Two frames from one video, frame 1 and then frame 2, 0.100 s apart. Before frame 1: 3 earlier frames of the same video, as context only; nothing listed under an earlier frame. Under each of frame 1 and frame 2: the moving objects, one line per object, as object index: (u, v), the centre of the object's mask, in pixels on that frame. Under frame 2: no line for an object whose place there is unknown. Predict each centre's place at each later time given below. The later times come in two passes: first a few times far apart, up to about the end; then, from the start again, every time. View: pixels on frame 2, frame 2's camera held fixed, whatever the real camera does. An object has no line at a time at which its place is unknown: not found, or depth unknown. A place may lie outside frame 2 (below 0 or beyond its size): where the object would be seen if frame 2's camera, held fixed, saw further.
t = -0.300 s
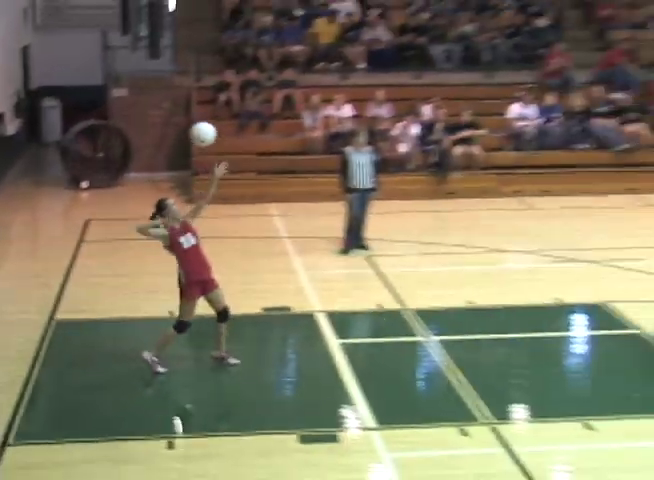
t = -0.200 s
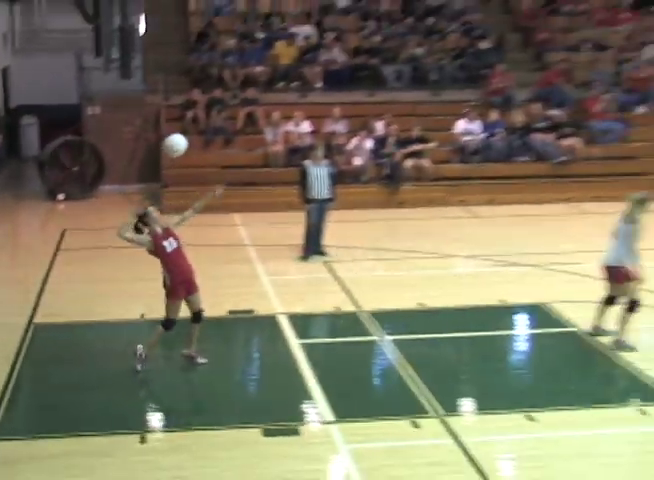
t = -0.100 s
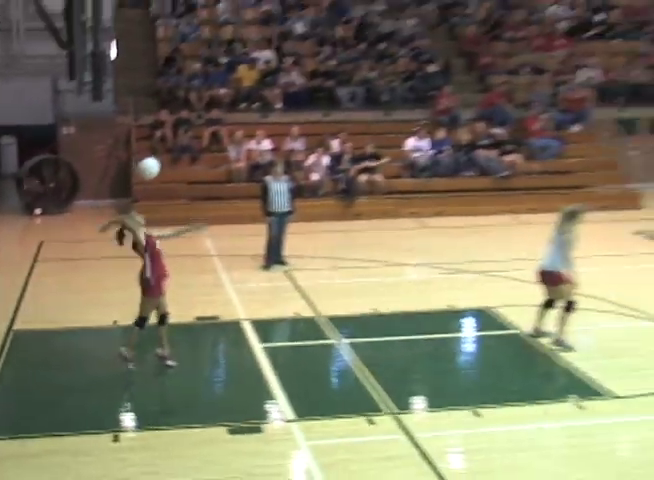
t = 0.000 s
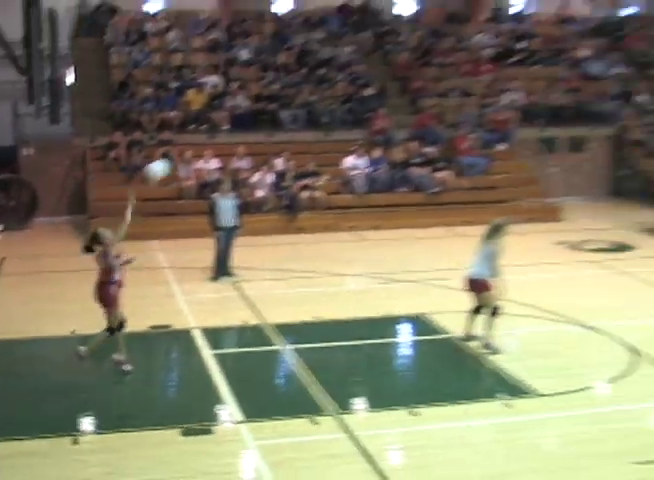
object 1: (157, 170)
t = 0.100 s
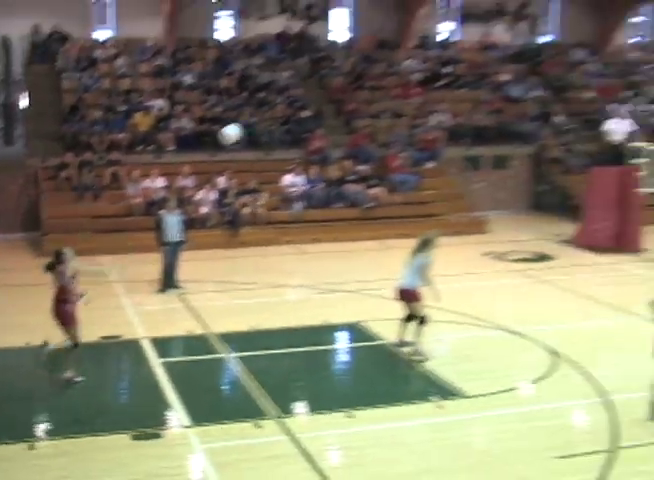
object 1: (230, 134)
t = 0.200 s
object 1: (348, 89)
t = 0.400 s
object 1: (554, 32)
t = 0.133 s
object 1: (271, 117)
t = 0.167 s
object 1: (309, 104)
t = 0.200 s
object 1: (348, 89)
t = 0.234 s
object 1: (384, 76)
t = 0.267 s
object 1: (421, 65)
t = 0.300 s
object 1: (456, 55)
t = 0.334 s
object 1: (492, 46)
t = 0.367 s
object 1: (525, 38)
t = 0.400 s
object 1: (554, 32)
